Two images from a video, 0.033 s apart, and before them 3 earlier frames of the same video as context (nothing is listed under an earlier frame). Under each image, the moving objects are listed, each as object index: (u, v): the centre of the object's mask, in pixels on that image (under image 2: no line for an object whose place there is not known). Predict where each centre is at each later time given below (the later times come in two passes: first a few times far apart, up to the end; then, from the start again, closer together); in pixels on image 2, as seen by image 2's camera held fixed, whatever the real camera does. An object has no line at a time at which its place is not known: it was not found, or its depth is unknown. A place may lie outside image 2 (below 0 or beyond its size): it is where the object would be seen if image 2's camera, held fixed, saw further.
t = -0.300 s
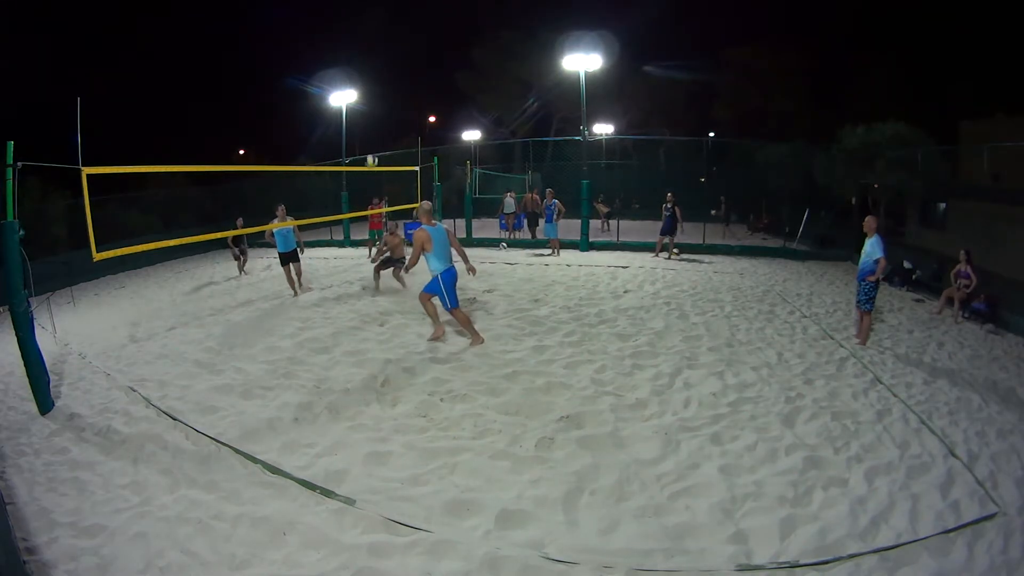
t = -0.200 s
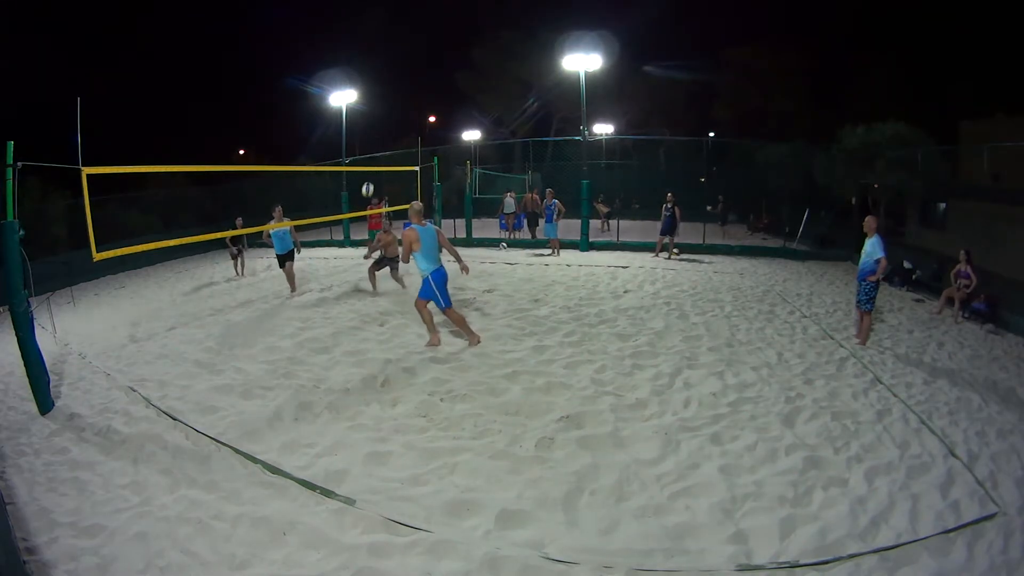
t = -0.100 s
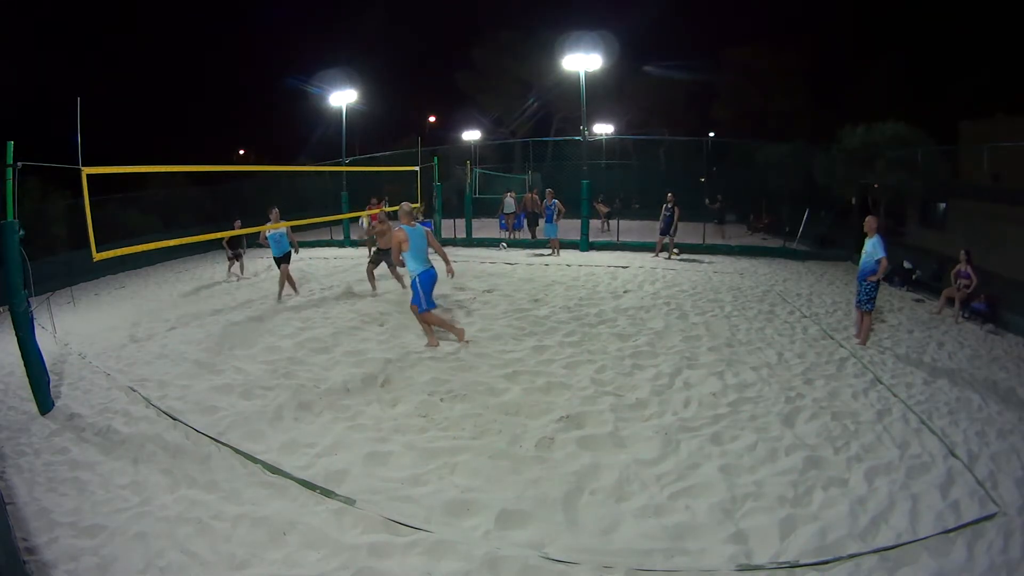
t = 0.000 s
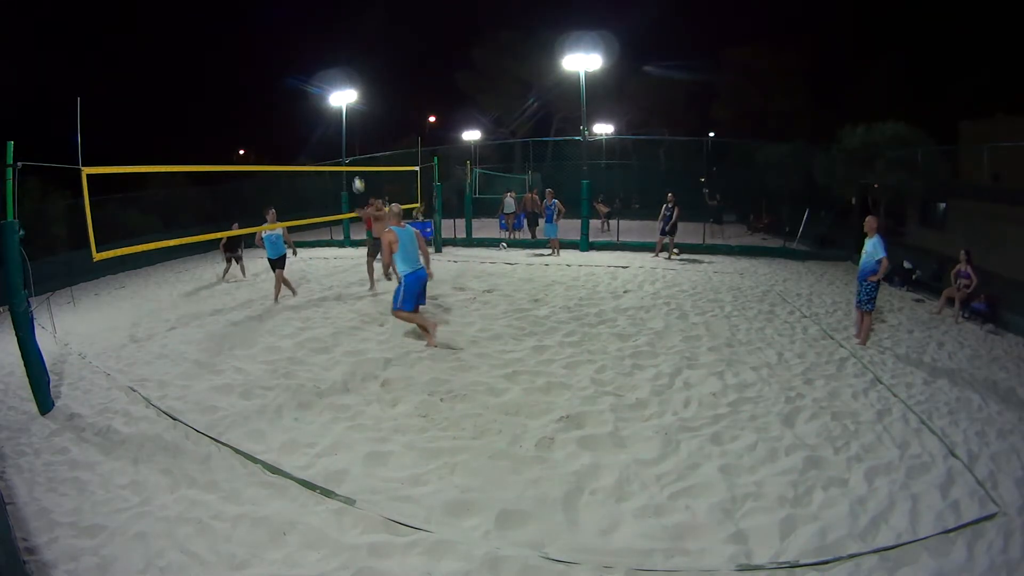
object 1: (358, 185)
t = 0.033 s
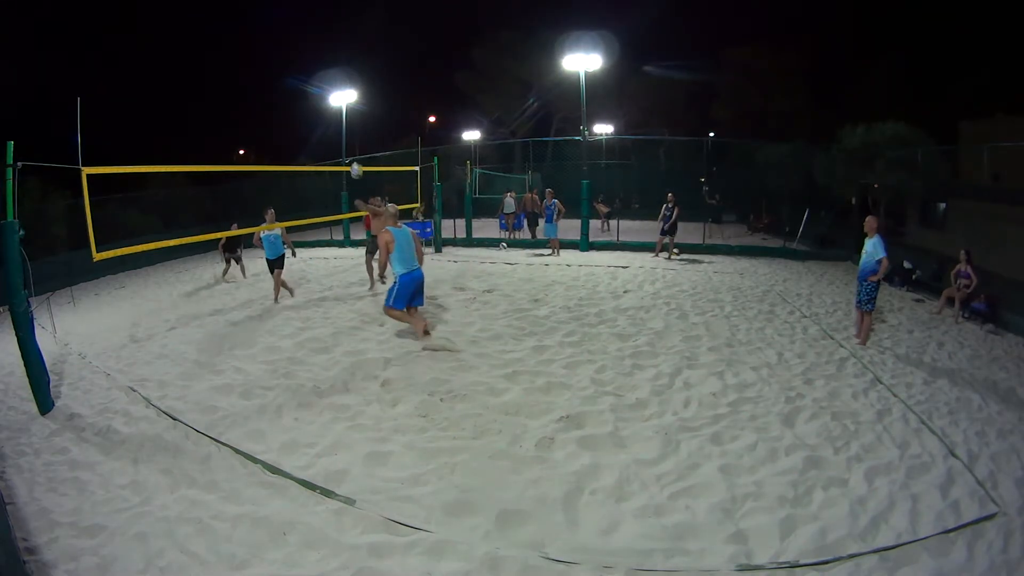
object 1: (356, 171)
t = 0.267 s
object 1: (345, 84)
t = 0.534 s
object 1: (335, 25)
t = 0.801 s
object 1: (325, 4)
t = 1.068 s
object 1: (310, 20)
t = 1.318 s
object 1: (294, 77)
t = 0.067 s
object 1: (354, 156)
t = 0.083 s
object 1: (354, 149)
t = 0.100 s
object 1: (353, 142)
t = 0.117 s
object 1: (352, 136)
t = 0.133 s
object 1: (351, 129)
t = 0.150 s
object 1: (351, 124)
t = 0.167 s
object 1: (350, 118)
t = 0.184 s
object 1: (350, 111)
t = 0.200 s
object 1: (350, 107)
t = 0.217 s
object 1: (350, 97)
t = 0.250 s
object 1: (346, 87)
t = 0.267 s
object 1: (345, 84)
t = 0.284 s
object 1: (345, 79)
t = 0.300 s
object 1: (344, 75)
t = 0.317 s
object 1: (343, 70)
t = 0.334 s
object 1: (343, 66)
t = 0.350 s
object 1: (342, 62)
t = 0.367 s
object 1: (341, 58)
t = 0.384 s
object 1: (341, 54)
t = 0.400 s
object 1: (340, 50)
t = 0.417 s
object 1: (339, 46)
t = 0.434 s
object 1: (339, 43)
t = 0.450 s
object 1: (338, 40)
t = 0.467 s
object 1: (338, 36)
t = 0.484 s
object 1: (337, 33)
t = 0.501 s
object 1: (336, 31)
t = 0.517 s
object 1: (336, 28)
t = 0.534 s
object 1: (335, 25)
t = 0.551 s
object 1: (334, 23)
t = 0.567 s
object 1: (334, 21)
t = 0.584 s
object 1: (333, 18)
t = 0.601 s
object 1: (333, 16)
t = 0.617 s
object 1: (332, 14)
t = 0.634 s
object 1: (332, 13)
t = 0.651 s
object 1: (331, 11)
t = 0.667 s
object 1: (330, 10)
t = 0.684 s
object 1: (330, 8)
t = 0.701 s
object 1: (329, 7)
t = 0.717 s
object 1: (328, 7)
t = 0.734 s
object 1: (328, 6)
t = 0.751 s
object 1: (327, 5)
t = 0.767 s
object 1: (326, 5)
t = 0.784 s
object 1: (325, 5)
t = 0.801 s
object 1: (325, 4)
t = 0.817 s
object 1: (324, 4)
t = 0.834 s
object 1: (323, 4)
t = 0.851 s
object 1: (322, 5)
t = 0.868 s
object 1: (321, 5)
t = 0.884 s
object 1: (321, 5)
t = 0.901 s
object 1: (320, 5)
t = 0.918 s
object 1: (319, 6)
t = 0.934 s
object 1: (318, 7)
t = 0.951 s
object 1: (317, 8)
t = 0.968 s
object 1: (316, 9)
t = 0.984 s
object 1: (315, 10)
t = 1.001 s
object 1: (314, 12)
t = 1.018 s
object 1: (313, 13)
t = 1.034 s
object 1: (312, 15)
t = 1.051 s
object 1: (311, 17)
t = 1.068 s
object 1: (310, 20)
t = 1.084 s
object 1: (309, 22)
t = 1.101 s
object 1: (308, 25)
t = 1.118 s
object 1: (307, 27)
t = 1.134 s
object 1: (306, 30)
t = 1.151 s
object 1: (305, 34)
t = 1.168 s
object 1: (304, 37)
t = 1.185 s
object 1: (303, 40)
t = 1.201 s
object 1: (301, 44)
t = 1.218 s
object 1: (300, 48)
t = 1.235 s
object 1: (299, 52)
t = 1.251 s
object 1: (298, 57)
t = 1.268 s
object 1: (297, 61)
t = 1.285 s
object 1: (296, 67)
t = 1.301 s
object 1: (295, 72)
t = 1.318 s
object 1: (294, 77)
